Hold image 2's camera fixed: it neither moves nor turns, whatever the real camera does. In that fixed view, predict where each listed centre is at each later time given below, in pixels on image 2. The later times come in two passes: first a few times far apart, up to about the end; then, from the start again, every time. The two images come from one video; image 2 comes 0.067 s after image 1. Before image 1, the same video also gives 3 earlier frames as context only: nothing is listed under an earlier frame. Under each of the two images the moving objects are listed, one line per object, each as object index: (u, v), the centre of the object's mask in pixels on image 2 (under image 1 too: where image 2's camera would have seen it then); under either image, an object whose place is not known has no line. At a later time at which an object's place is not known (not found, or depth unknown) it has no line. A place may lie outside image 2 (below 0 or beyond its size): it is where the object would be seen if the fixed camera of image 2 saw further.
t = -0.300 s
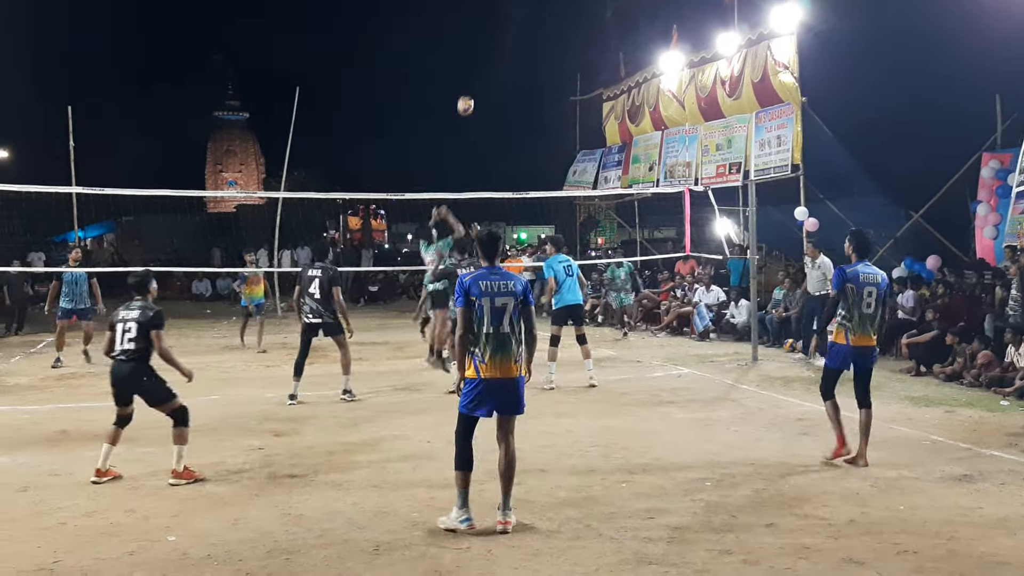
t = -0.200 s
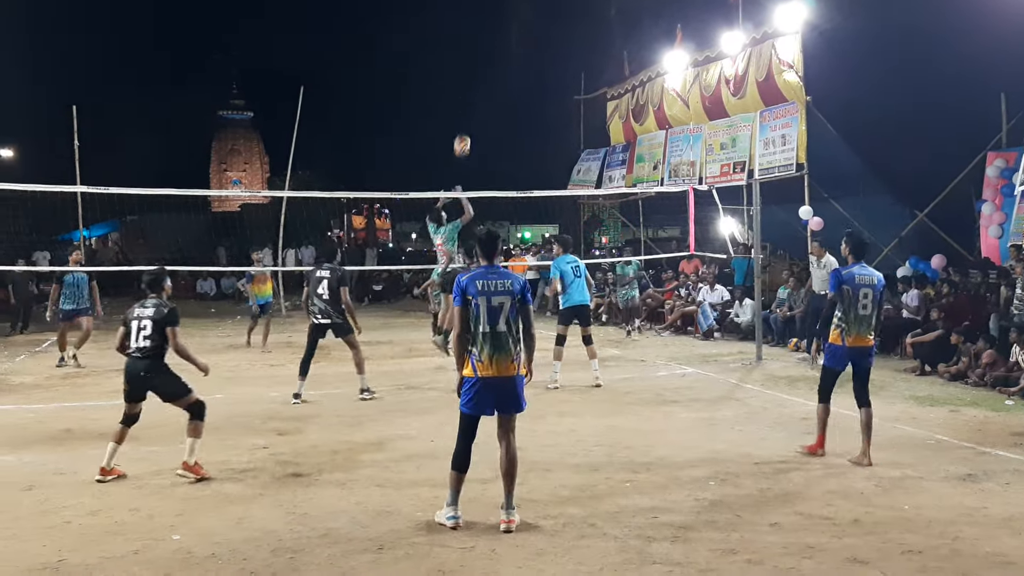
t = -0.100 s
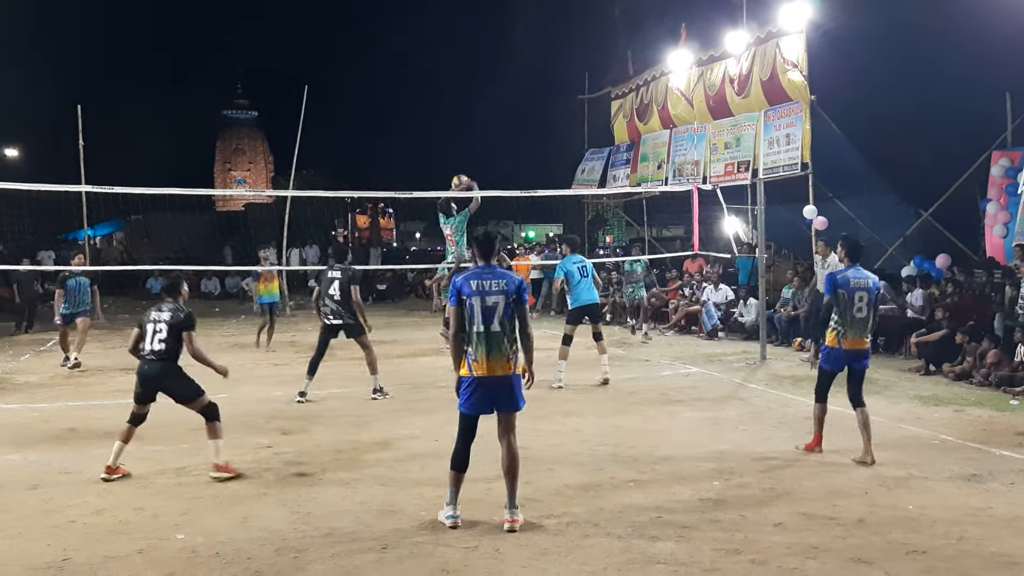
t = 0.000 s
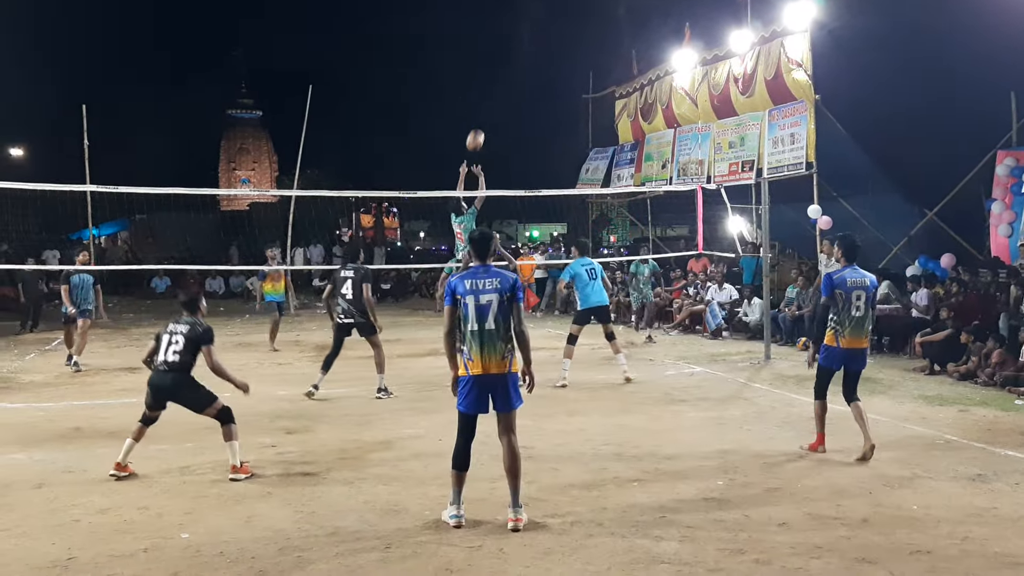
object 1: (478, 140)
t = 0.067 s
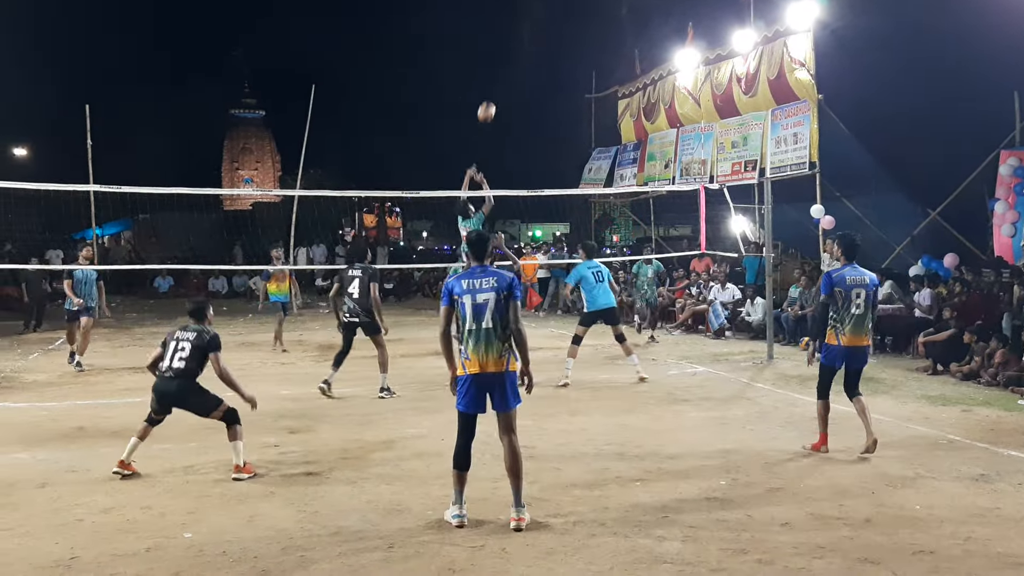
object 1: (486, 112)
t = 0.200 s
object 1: (503, 67)
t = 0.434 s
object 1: (532, 23)
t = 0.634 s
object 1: (556, 17)
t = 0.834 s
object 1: (578, 41)
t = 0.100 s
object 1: (490, 100)
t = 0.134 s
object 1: (495, 88)
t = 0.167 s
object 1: (499, 77)
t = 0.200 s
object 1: (503, 67)
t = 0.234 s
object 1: (507, 58)
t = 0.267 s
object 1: (511, 50)
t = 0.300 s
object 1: (516, 43)
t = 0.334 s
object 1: (520, 37)
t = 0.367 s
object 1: (524, 31)
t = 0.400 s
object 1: (528, 26)
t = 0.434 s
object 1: (532, 23)
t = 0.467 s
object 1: (536, 20)
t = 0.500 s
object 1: (540, 18)
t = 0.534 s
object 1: (544, 16)
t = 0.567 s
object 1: (548, 16)
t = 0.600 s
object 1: (552, 16)
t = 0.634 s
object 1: (556, 17)
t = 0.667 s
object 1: (559, 19)
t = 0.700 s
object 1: (563, 22)
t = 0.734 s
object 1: (567, 26)
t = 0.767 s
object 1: (571, 30)
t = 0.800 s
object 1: (574, 35)
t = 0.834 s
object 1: (578, 41)
